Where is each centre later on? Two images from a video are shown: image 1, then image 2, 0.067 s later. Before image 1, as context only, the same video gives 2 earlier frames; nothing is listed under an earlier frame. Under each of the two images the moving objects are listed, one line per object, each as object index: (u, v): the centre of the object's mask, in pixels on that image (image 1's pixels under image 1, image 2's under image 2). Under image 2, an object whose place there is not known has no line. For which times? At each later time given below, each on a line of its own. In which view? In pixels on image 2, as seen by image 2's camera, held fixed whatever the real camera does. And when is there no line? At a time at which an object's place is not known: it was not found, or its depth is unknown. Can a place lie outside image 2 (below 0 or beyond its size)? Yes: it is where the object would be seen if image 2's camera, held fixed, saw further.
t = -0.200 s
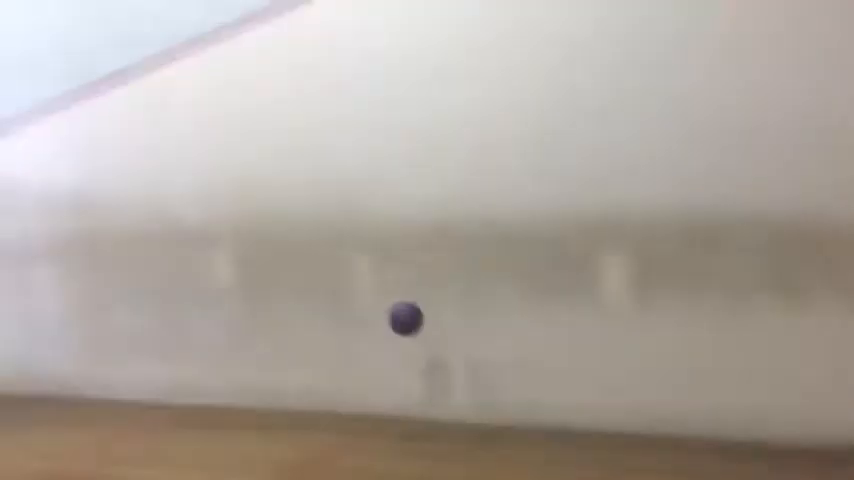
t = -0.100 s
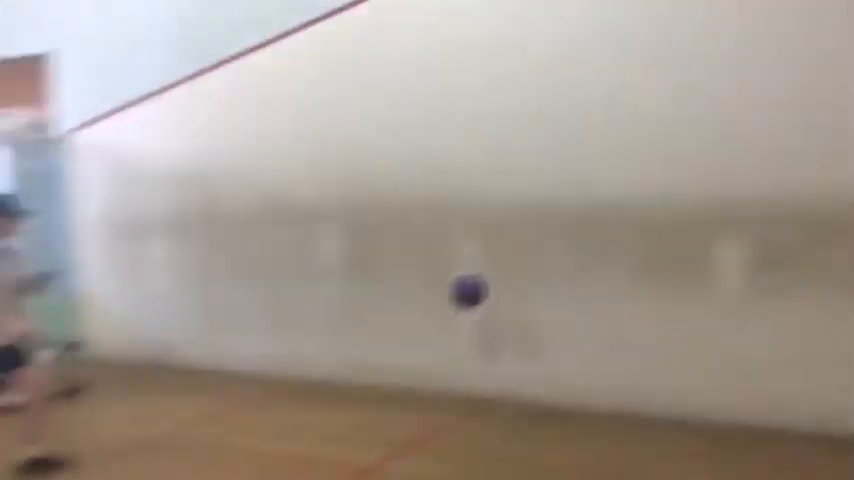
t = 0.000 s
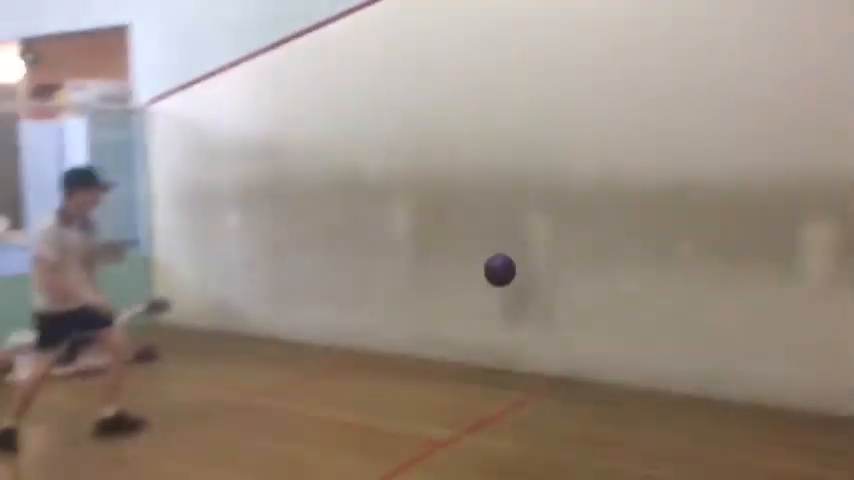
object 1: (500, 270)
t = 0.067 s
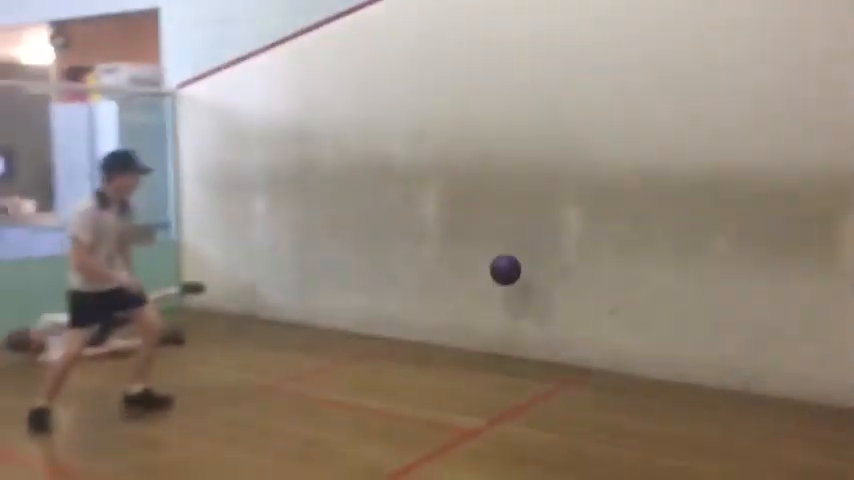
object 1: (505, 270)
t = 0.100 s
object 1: (494, 276)
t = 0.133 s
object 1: (484, 283)
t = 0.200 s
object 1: (464, 300)
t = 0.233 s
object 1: (454, 314)
